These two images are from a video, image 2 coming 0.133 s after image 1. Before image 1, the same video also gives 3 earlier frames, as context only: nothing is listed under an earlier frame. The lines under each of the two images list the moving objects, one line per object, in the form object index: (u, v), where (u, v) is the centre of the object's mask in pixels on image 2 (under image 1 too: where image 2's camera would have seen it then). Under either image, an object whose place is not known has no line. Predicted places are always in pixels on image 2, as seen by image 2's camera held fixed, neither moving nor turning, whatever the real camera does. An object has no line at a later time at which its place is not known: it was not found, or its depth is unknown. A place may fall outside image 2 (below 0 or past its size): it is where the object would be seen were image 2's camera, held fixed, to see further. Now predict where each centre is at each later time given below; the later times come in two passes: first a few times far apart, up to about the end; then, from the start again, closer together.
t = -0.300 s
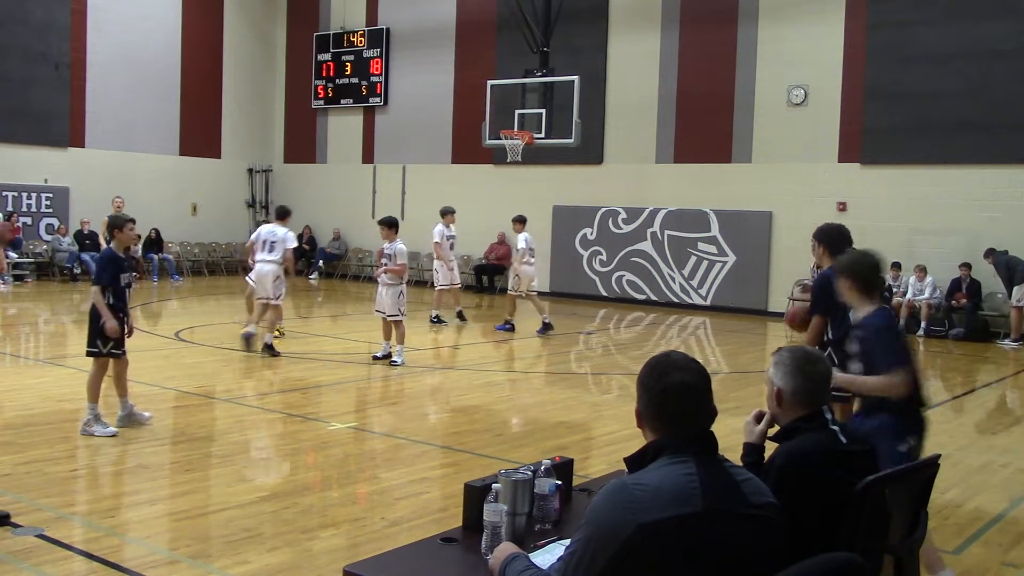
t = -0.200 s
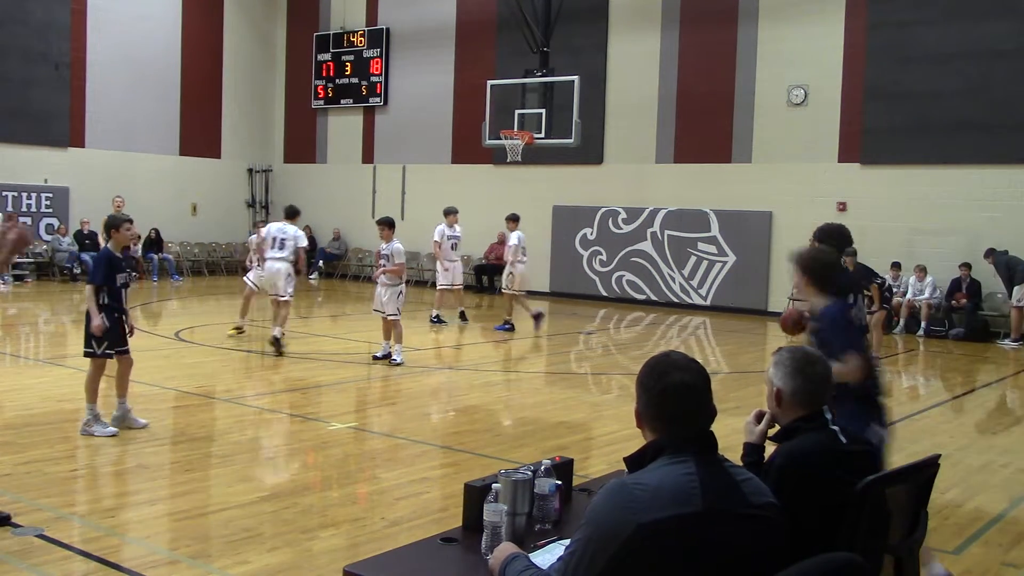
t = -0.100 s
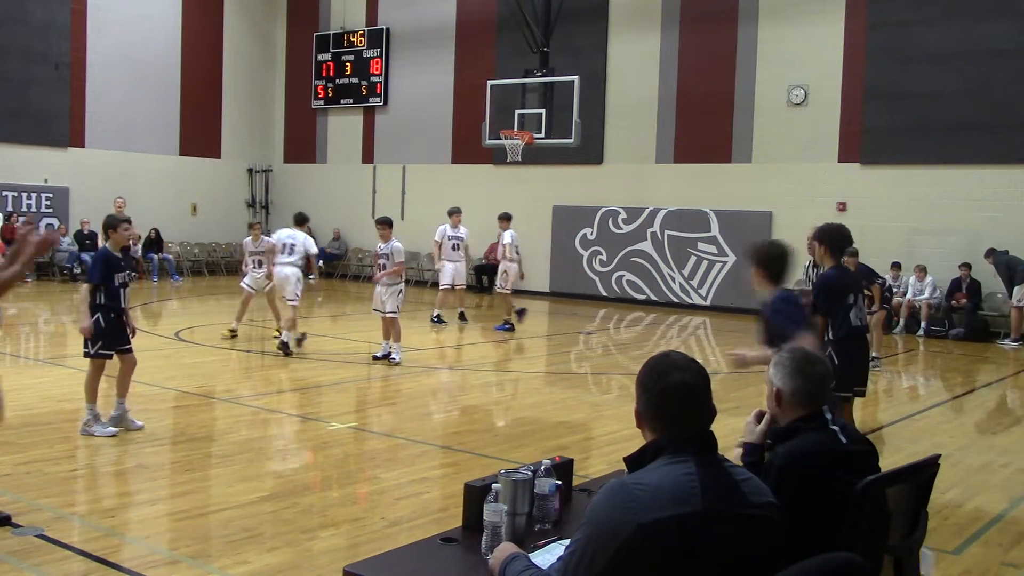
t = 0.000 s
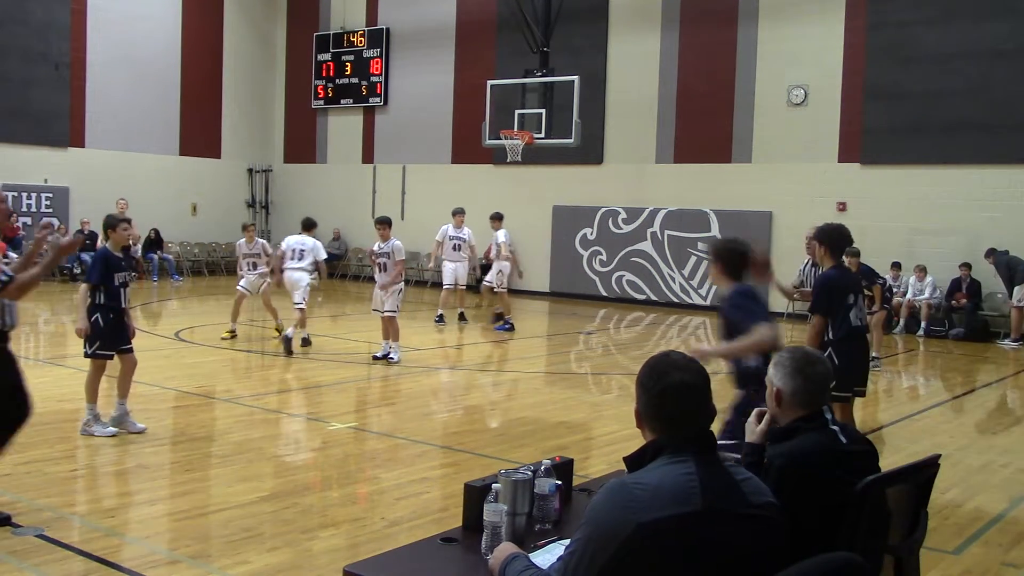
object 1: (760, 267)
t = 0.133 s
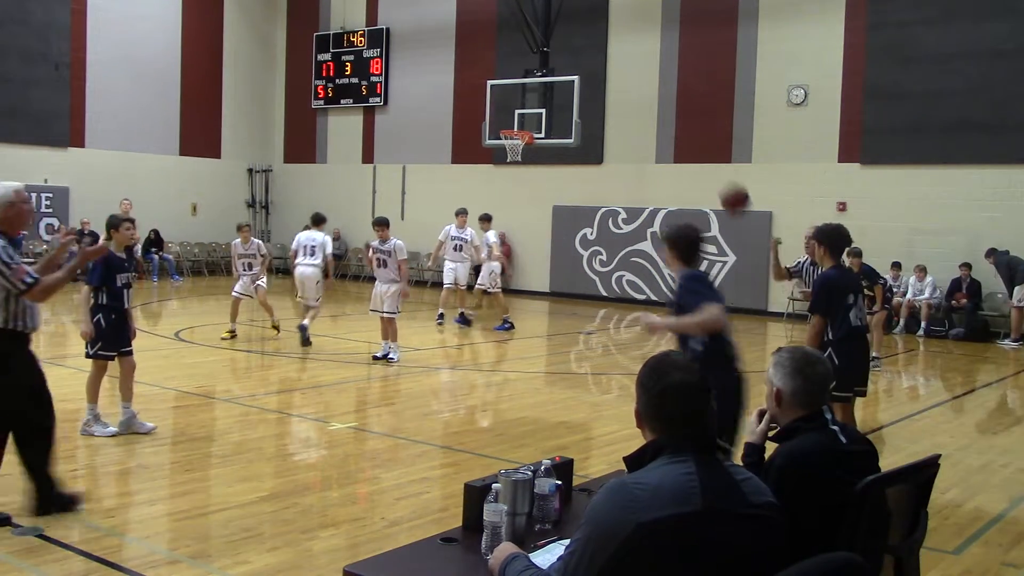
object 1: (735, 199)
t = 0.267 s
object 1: (710, 152)
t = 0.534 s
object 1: (654, 123)
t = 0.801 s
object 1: (587, 190)
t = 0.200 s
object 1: (723, 173)
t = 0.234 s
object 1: (716, 161)
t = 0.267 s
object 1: (710, 152)
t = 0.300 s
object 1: (704, 142)
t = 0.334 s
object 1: (697, 135)
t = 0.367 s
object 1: (691, 129)
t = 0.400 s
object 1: (683, 126)
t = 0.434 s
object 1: (677, 124)
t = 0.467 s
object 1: (669, 122)
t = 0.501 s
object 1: (662, 121)
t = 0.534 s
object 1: (654, 123)
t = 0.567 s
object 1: (646, 126)
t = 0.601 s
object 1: (639, 130)
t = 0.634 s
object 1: (631, 136)
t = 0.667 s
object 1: (623, 143)
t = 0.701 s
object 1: (614, 153)
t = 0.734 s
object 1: (606, 163)
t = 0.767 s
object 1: (597, 175)
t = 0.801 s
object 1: (587, 190)
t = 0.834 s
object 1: (579, 206)
